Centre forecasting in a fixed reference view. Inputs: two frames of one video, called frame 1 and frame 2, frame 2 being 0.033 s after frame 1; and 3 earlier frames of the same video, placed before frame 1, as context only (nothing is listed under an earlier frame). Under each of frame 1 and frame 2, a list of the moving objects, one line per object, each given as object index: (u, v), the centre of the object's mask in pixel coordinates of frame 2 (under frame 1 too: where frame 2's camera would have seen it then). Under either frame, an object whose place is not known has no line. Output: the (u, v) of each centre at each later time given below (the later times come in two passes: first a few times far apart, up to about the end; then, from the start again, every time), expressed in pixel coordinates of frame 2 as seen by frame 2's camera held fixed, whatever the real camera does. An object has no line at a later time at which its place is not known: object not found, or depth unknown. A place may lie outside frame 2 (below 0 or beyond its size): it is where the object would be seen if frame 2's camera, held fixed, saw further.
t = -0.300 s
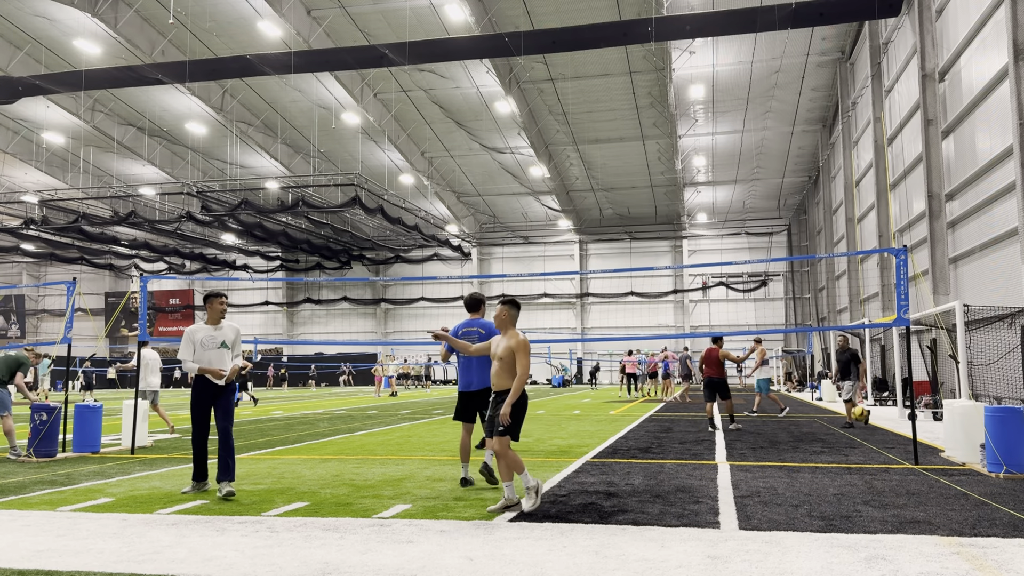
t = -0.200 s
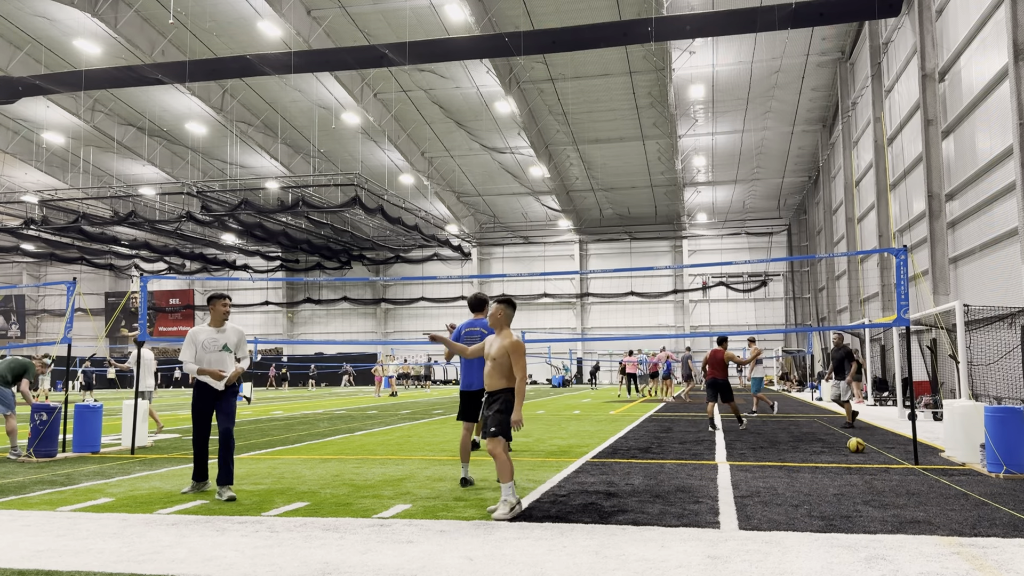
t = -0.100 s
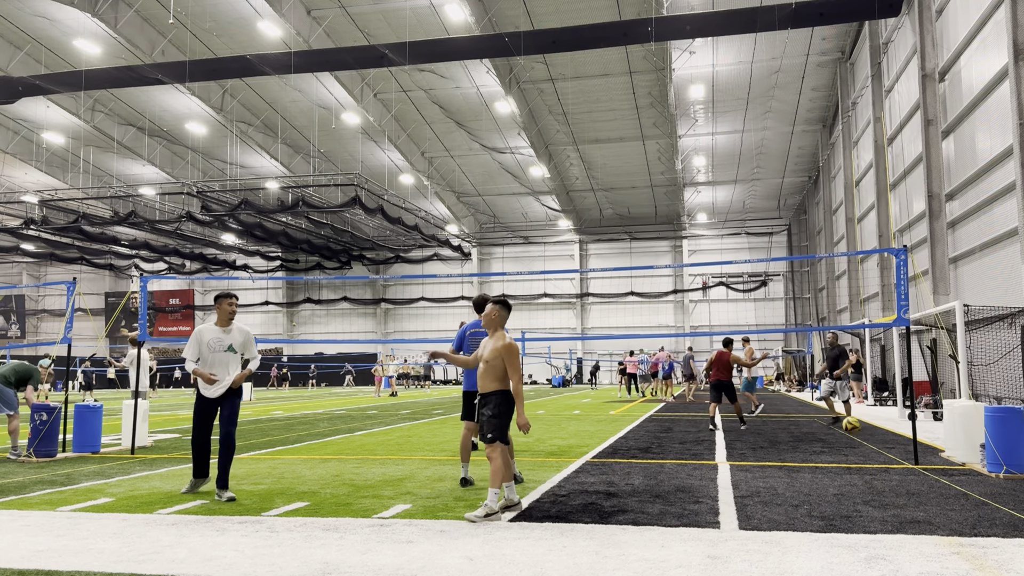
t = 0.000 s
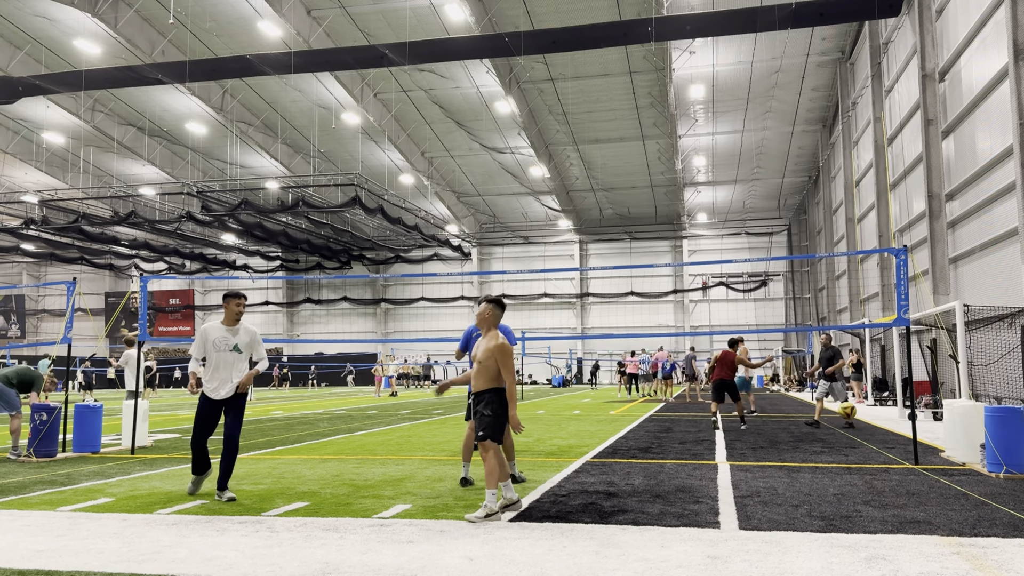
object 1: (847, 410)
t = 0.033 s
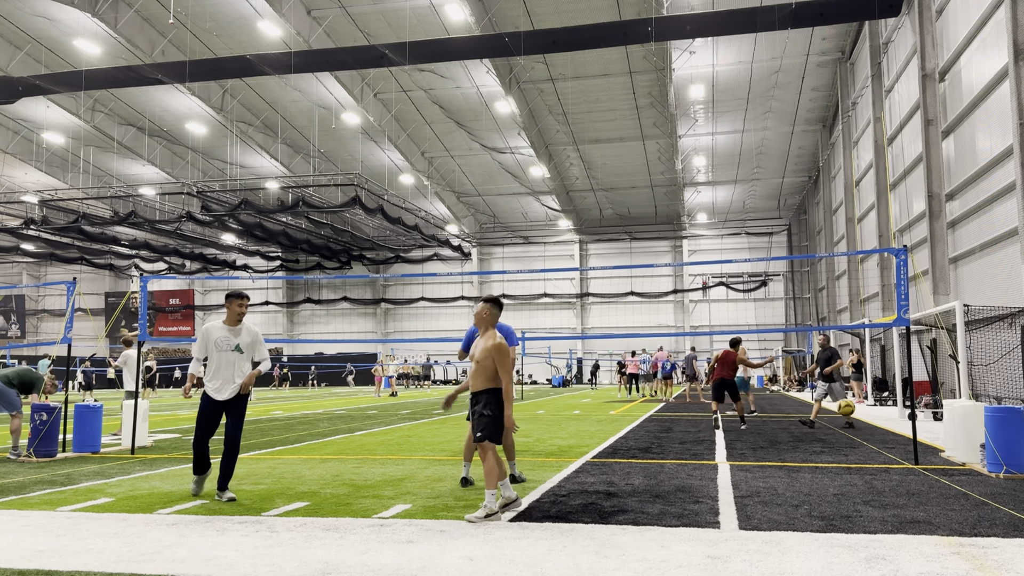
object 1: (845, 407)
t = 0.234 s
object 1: (838, 408)
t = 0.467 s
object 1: (830, 452)
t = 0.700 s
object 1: (816, 438)
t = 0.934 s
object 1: (801, 462)
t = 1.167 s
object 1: (781, 468)
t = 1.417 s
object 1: (757, 489)
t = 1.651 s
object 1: (733, 505)
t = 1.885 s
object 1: (705, 522)
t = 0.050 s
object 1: (845, 406)
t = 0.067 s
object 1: (844, 405)
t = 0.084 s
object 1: (844, 404)
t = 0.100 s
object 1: (843, 404)
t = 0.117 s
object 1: (842, 403)
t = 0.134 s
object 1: (842, 403)
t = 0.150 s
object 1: (841, 403)
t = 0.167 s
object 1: (840, 404)
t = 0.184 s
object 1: (840, 404)
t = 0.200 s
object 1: (839, 405)
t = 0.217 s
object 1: (839, 407)
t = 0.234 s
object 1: (838, 408)
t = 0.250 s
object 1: (837, 409)
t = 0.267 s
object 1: (837, 411)
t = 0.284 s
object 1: (836, 413)
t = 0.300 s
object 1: (836, 415)
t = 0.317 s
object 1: (835, 417)
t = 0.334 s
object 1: (834, 420)
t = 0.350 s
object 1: (834, 423)
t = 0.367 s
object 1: (833, 426)
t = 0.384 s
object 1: (833, 430)
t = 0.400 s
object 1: (832, 434)
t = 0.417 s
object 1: (832, 437)
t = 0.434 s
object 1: (831, 442)
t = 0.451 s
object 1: (830, 447)
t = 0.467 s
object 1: (830, 452)
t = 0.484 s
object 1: (829, 457)
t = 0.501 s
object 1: (829, 461)
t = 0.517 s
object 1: (828, 458)
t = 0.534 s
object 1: (827, 455)
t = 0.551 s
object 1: (826, 452)
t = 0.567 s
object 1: (825, 450)
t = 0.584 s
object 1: (823, 447)
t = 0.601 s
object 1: (822, 445)
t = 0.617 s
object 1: (821, 444)
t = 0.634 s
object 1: (820, 442)
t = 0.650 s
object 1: (819, 441)
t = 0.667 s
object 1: (818, 440)
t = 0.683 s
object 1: (817, 439)
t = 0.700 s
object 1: (816, 438)
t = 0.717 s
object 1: (814, 438)
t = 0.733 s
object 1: (813, 438)
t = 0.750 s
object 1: (812, 438)
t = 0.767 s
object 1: (811, 439)
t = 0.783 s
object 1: (810, 440)
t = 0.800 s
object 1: (809, 441)
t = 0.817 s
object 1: (808, 443)
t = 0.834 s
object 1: (807, 444)
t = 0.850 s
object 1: (806, 447)
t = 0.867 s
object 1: (805, 449)
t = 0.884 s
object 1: (803, 452)
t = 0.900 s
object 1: (803, 455)
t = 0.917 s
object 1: (802, 458)
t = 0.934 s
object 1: (801, 462)
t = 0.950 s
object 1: (800, 466)
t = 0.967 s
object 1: (799, 471)
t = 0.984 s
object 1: (798, 476)
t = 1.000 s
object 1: (796, 478)
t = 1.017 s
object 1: (795, 476)
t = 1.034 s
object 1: (793, 474)
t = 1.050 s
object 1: (792, 472)
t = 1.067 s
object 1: (790, 471)
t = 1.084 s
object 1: (789, 470)
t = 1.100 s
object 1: (787, 469)
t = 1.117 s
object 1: (786, 469)
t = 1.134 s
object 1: (784, 468)
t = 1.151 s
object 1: (783, 468)
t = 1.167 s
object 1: (781, 468)
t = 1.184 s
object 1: (780, 469)
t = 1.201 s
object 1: (778, 470)
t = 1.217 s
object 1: (776, 471)
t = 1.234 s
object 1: (775, 473)
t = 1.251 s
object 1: (774, 475)
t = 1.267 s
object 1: (772, 477)
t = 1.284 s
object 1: (770, 480)
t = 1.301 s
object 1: (769, 483)
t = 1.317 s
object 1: (767, 487)
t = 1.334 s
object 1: (766, 491)
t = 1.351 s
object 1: (765, 493)
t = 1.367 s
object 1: (763, 492)
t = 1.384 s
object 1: (761, 490)
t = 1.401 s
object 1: (759, 489)
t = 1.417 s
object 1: (757, 489)
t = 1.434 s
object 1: (755, 489)
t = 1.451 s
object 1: (754, 489)
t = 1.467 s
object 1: (752, 490)
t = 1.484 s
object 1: (750, 490)
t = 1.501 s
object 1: (748, 492)
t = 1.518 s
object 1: (747, 493)
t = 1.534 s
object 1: (745, 495)
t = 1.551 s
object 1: (743, 498)
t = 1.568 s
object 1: (742, 501)
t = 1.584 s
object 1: (740, 504)
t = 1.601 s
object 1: (738, 507)
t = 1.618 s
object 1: (736, 506)
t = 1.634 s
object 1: (734, 505)
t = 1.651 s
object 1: (733, 505)
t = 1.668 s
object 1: (731, 506)
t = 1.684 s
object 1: (729, 506)
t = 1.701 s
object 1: (726, 507)
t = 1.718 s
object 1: (724, 509)
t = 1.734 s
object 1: (723, 511)
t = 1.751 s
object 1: (721, 514)
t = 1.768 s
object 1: (719, 516)
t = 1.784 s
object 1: (717, 516)
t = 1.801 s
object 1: (715, 516)
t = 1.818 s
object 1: (713, 516)
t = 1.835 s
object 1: (711, 517)
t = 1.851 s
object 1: (709, 518)
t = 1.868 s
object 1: (707, 520)
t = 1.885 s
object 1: (705, 522)
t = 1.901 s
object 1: (703, 524)
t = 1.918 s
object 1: (701, 526)
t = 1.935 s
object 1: (699, 526)
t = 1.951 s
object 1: (697, 527)
